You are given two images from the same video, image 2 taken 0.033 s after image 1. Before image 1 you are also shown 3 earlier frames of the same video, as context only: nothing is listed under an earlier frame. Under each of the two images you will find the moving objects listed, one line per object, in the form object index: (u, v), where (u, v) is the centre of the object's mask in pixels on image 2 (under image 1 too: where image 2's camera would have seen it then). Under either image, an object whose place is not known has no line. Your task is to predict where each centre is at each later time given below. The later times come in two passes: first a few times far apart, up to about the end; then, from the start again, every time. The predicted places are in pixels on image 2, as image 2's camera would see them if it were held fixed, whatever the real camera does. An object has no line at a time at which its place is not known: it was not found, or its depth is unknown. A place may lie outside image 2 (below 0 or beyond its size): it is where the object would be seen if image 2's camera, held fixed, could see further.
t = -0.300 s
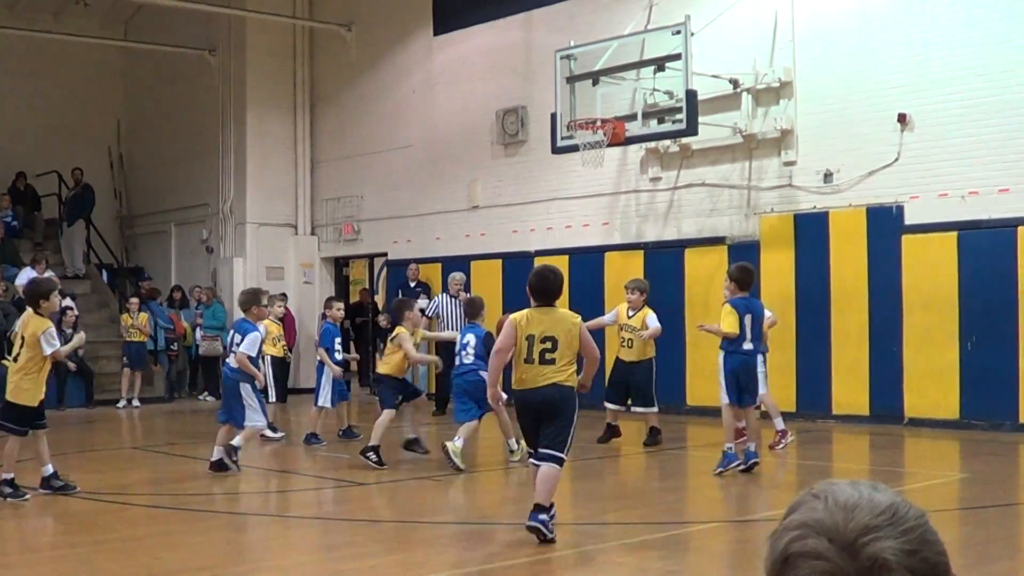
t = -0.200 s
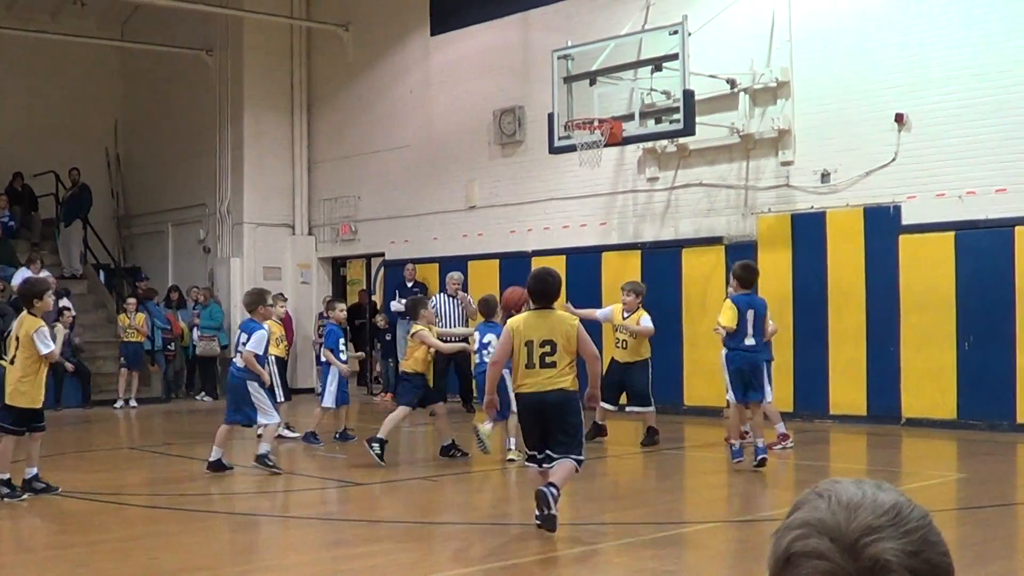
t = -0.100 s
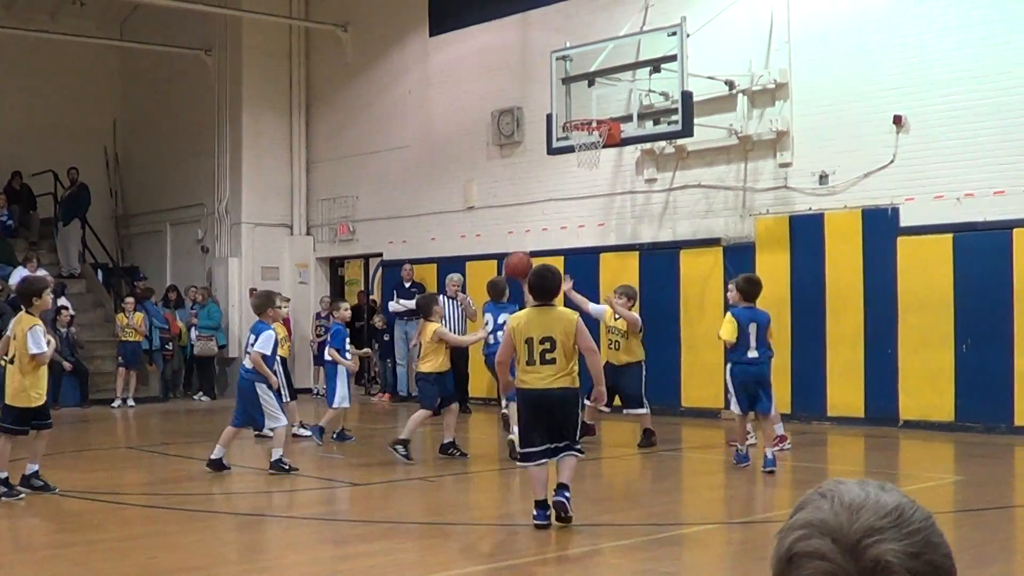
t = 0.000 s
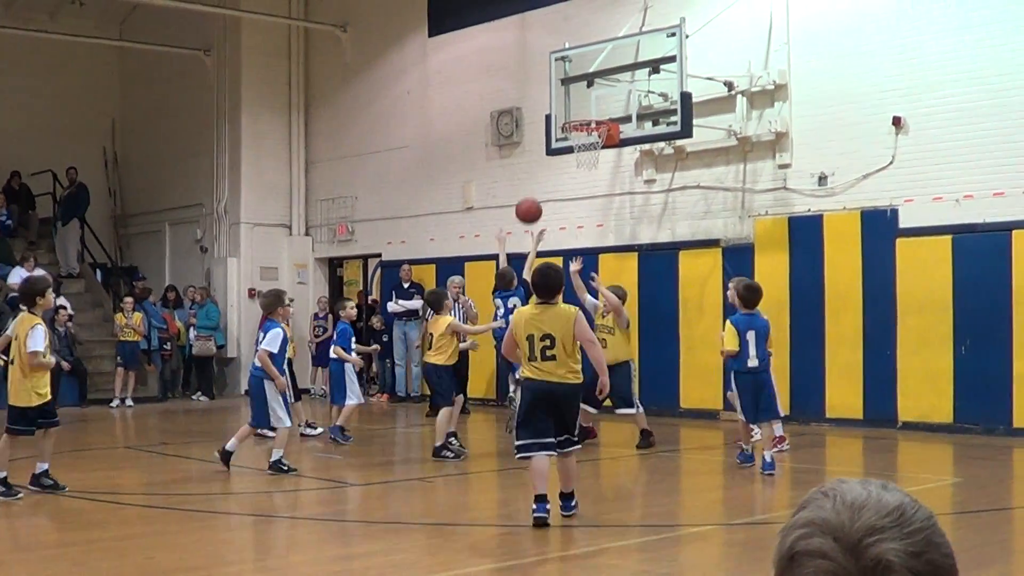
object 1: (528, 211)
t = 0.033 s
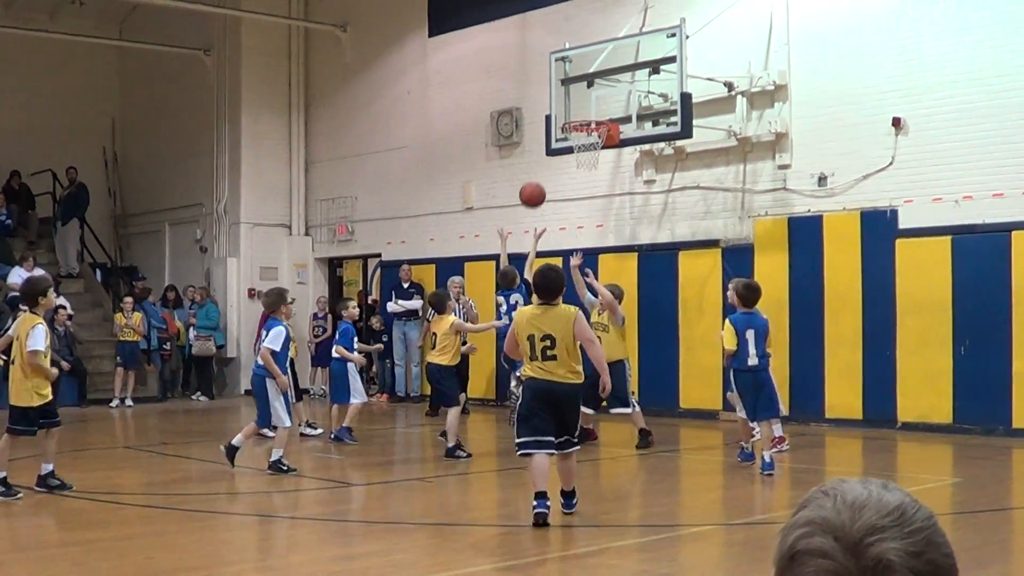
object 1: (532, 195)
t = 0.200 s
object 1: (550, 137)
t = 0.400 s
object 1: (570, 113)
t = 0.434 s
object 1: (573, 113)
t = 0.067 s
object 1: (536, 180)
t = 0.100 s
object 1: (539, 167)
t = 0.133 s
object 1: (543, 156)
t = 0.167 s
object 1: (546, 146)
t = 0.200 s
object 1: (550, 137)
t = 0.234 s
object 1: (554, 130)
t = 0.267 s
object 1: (557, 124)
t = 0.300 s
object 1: (561, 119)
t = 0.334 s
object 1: (564, 116)
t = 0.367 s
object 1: (567, 114)
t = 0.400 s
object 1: (570, 113)
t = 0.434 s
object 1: (573, 113)
